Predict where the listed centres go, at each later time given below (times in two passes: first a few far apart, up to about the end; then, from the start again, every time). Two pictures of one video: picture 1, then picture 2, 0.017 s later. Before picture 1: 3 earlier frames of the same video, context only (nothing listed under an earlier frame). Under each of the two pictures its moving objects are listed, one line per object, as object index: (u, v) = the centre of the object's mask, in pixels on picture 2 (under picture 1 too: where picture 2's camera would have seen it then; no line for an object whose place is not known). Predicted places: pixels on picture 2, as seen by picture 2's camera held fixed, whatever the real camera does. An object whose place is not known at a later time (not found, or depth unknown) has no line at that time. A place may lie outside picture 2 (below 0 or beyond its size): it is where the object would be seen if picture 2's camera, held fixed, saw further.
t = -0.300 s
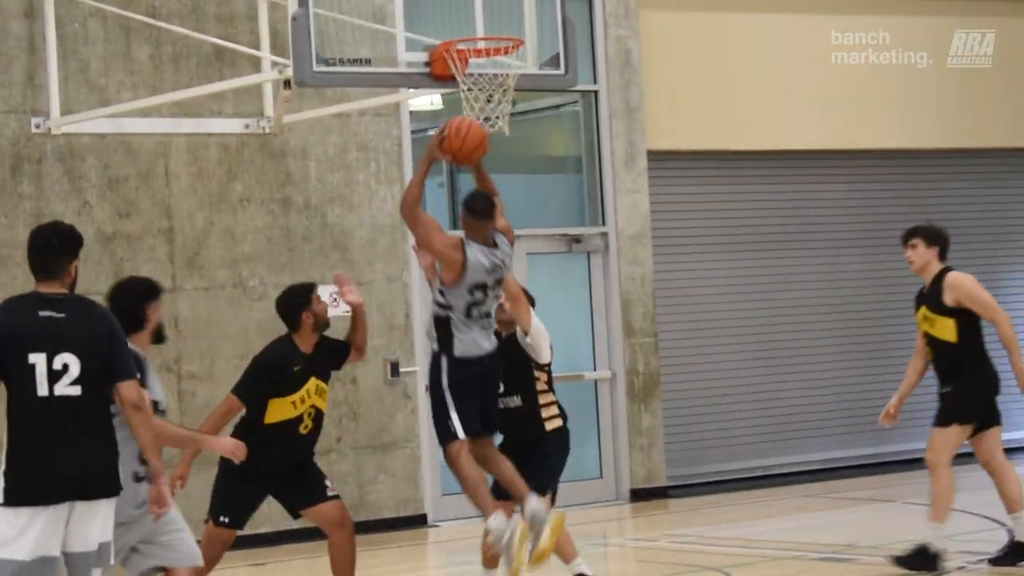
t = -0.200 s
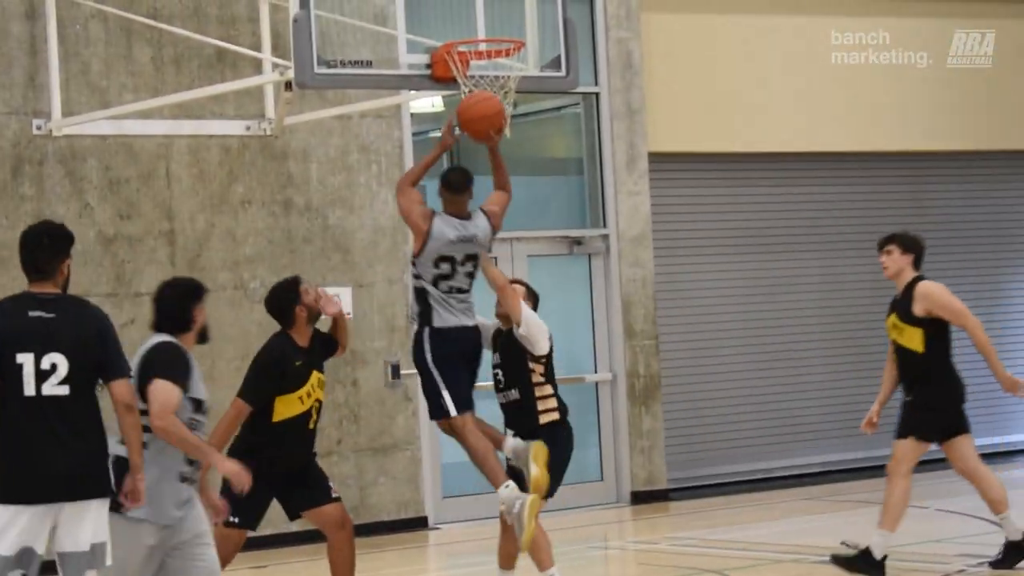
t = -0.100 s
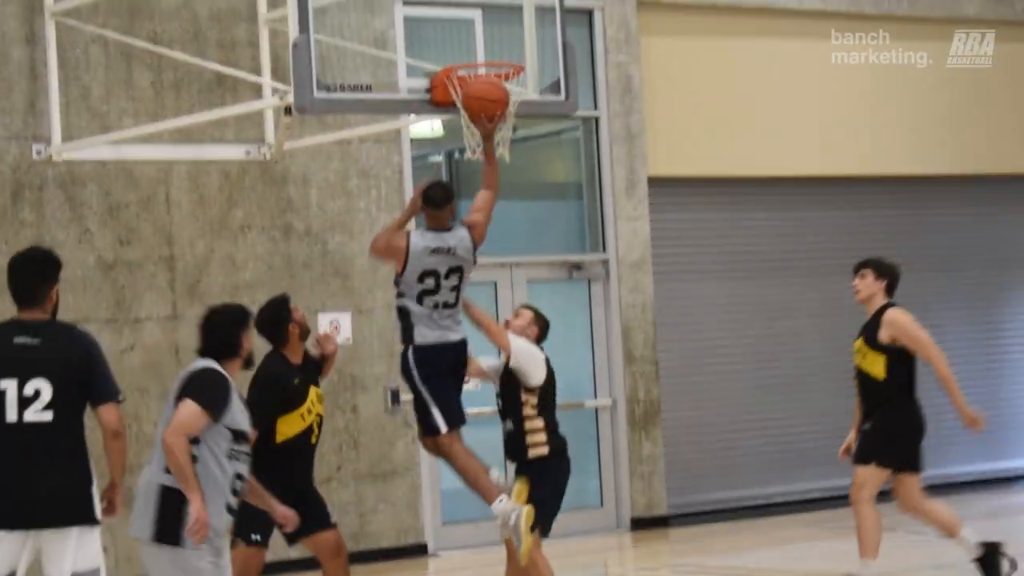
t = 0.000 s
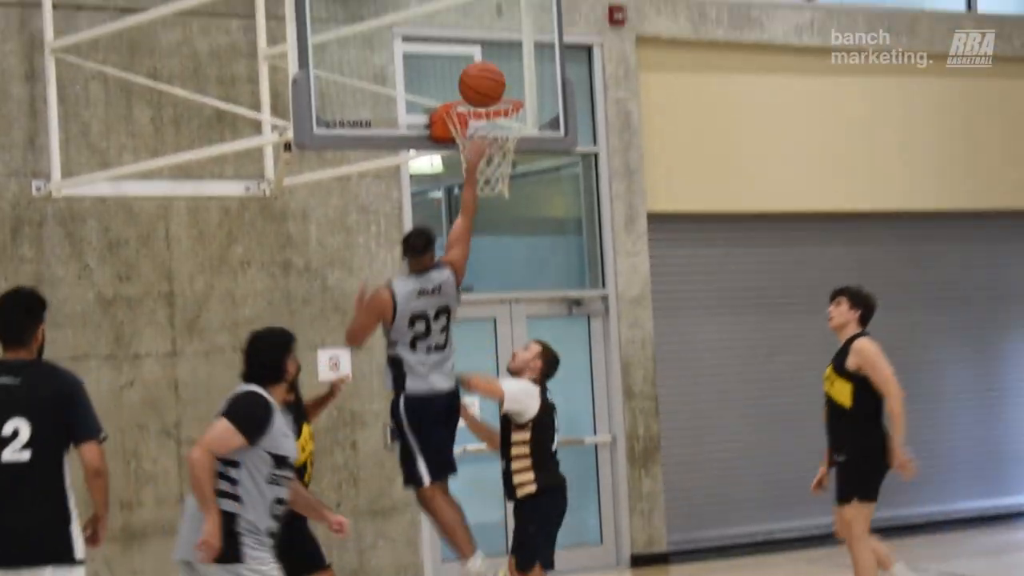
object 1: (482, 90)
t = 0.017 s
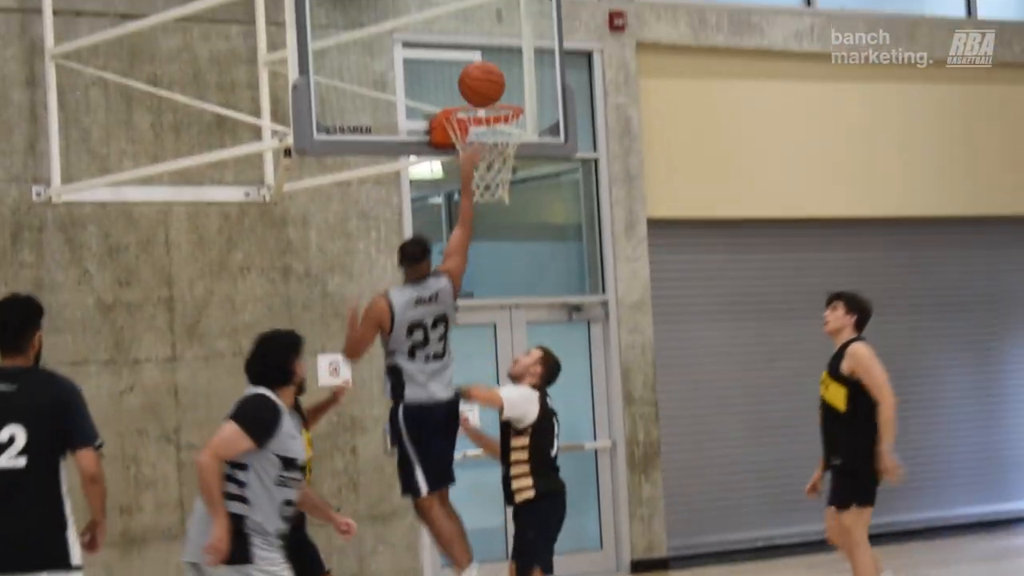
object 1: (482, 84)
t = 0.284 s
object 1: (480, 54)
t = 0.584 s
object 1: (475, 135)
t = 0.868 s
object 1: (480, 164)
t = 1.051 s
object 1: (487, 235)
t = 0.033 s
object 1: (481, 78)
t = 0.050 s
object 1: (481, 72)
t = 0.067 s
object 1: (481, 68)
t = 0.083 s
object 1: (480, 63)
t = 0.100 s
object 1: (480, 60)
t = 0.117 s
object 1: (480, 56)
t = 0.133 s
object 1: (480, 54)
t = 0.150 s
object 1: (480, 52)
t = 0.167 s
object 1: (480, 50)
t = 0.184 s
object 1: (480, 49)
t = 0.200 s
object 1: (480, 49)
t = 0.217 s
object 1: (480, 49)
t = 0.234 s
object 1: (480, 49)
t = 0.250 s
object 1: (480, 50)
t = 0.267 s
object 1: (480, 52)
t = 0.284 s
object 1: (480, 54)
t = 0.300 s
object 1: (481, 56)
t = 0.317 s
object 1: (481, 60)
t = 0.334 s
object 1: (481, 63)
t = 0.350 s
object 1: (481, 66)
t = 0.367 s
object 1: (481, 71)
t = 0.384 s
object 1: (482, 76)
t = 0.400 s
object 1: (482, 81)
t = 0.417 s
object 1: (483, 86)
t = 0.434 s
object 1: (483, 90)
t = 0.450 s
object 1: (483, 93)
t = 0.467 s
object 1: (483, 97)
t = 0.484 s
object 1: (484, 113)
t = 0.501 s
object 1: (484, 116)
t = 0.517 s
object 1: (483, 120)
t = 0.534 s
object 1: (484, 125)
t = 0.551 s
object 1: (479, 128)
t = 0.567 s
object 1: (476, 131)
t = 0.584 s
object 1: (475, 135)
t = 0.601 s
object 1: (475, 138)
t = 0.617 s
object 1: (473, 139)
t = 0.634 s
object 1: (472, 140)
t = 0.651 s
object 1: (472, 139)
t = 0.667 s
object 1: (472, 138)
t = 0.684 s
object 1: (472, 139)
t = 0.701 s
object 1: (472, 139)
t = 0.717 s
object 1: (472, 138)
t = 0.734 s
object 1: (472, 139)
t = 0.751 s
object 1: (470, 140)
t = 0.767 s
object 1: (471, 140)
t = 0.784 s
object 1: (473, 142)
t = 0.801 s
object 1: (479, 146)
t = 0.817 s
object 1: (478, 153)
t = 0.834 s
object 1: (478, 165)
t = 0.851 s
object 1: (480, 161)
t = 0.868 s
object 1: (480, 164)
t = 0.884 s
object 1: (481, 168)
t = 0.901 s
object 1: (480, 177)
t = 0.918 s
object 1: (481, 181)
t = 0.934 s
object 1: (481, 185)
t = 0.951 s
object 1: (482, 191)
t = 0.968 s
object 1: (483, 196)
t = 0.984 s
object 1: (484, 202)
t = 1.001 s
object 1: (485, 209)
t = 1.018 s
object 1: (486, 217)
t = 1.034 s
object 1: (487, 225)
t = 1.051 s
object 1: (487, 235)
